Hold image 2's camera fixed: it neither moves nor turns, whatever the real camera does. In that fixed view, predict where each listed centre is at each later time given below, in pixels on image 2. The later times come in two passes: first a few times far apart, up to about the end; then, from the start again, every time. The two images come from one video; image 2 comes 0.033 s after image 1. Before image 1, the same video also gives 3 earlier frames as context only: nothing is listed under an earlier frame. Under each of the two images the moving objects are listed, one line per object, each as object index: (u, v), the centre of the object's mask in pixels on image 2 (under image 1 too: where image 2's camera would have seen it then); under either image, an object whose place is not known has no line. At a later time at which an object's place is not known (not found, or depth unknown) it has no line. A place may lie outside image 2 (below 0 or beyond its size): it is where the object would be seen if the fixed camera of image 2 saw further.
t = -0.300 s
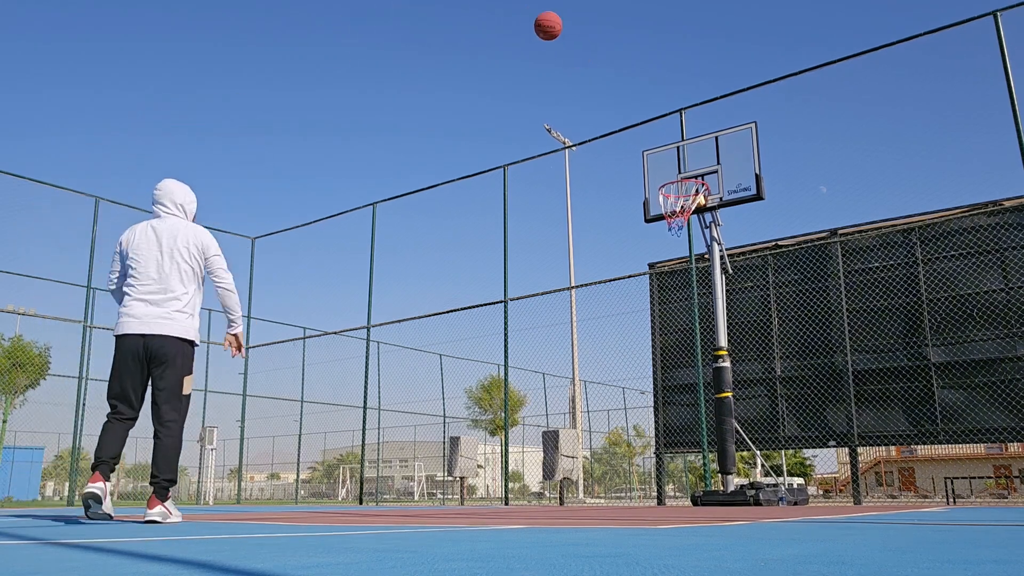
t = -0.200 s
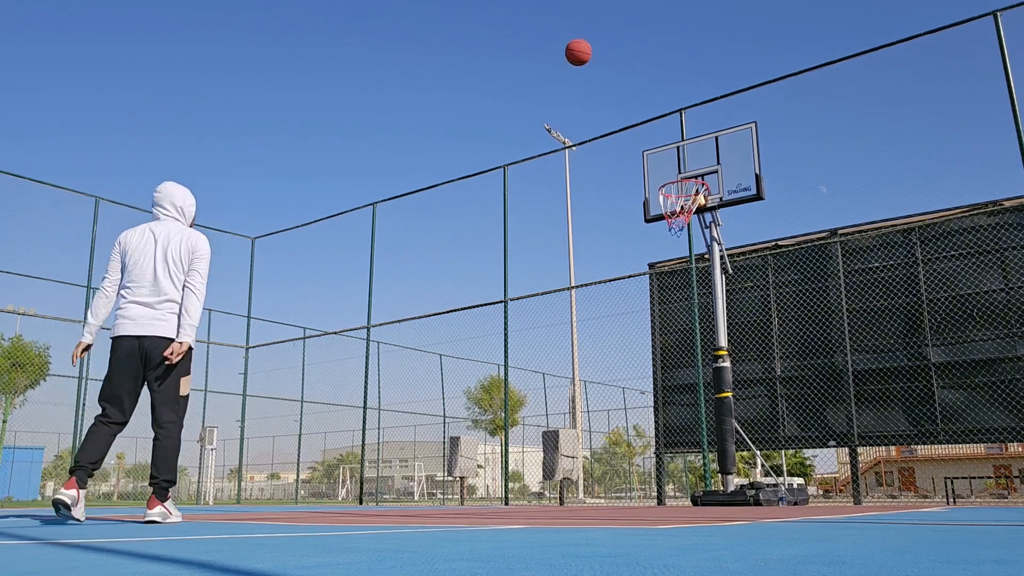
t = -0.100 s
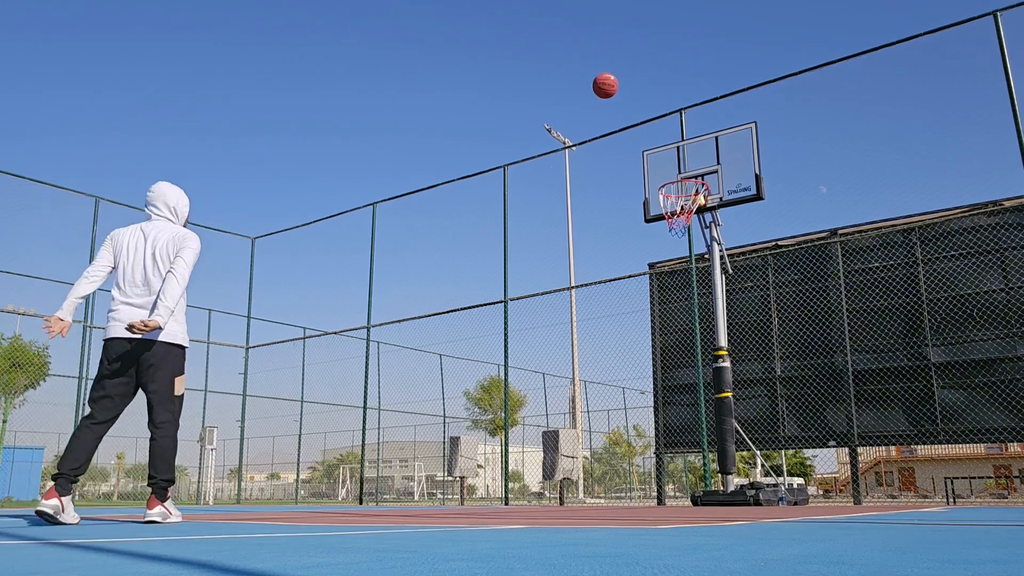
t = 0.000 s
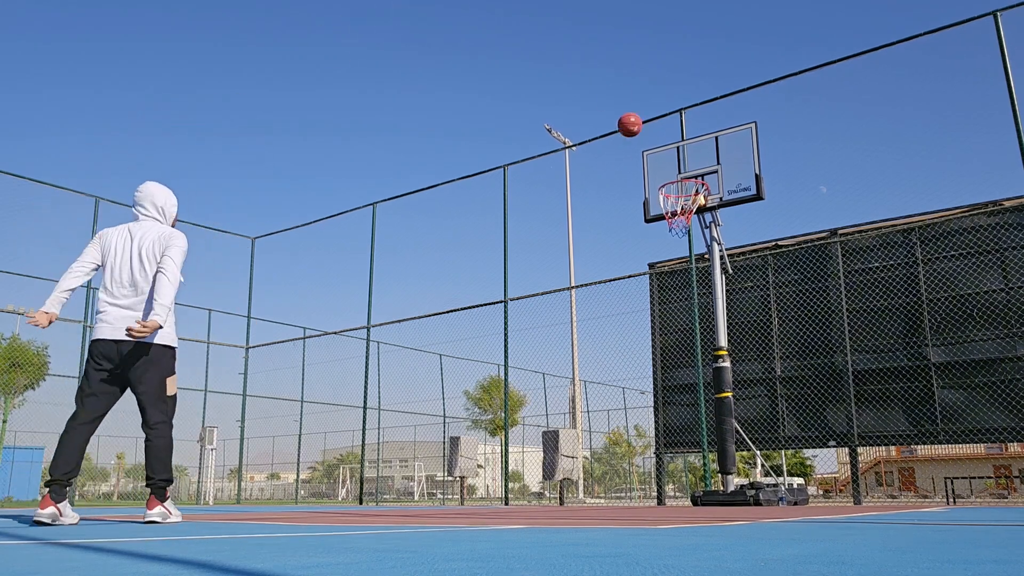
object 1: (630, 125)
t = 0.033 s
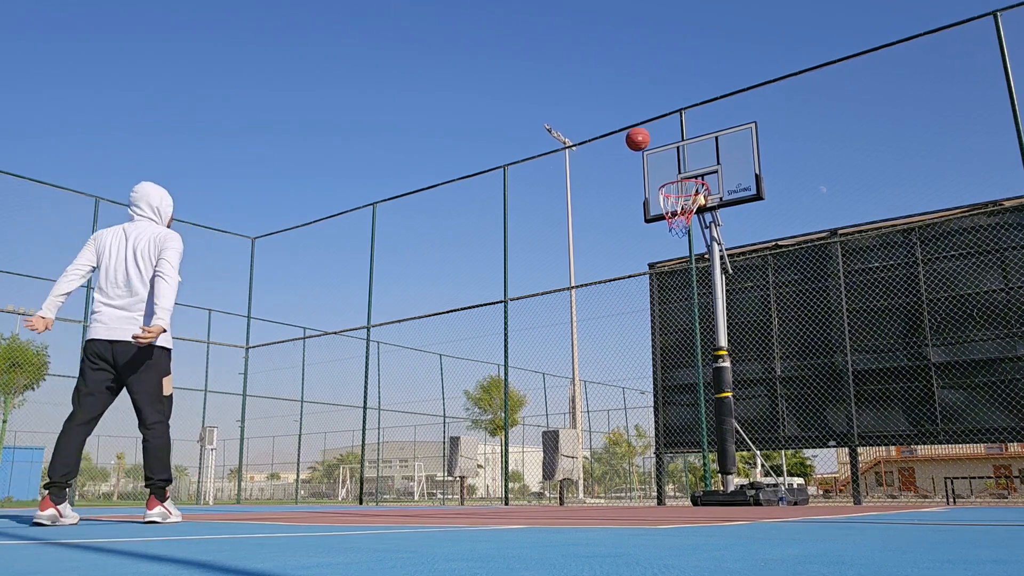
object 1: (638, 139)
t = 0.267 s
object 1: (655, 187)
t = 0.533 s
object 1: (609, 202)
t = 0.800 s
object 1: (560, 283)
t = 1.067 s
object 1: (505, 445)
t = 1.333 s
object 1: (470, 380)
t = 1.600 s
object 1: (442, 291)
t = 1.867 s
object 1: (413, 273)
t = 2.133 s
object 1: (383, 326)
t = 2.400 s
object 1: (348, 455)
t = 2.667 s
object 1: (319, 401)
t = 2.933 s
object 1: (289, 337)
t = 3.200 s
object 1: (256, 345)
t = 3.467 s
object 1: (216, 426)
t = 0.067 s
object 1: (645, 154)
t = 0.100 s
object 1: (653, 169)
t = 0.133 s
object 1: (660, 185)
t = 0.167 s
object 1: (661, 187)
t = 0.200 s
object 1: (662, 188)
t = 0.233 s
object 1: (662, 189)
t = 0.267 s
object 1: (655, 187)
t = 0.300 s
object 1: (650, 186)
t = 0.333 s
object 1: (644, 185)
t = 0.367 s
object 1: (638, 185)
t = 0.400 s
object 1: (632, 187)
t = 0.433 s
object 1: (626, 189)
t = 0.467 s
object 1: (621, 192)
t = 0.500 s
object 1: (615, 196)
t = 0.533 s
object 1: (609, 202)
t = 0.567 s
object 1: (603, 208)
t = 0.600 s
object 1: (597, 215)
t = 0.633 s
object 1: (591, 224)
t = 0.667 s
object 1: (585, 233)
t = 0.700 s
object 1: (579, 244)
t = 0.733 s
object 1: (573, 256)
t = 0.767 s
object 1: (566, 269)
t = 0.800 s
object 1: (560, 283)
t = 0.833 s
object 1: (553, 298)
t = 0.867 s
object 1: (547, 315)
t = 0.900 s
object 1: (540, 333)
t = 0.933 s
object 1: (533, 352)
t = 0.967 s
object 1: (526, 373)
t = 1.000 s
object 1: (520, 395)
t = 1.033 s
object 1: (512, 419)
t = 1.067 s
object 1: (505, 445)
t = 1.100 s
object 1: (498, 473)
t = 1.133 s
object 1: (491, 498)
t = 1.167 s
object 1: (487, 476)
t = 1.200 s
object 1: (484, 454)
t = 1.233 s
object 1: (481, 433)
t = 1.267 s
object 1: (477, 414)
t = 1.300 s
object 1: (474, 397)
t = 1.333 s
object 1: (470, 380)
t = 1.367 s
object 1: (466, 365)
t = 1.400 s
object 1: (463, 351)
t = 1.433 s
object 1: (459, 338)
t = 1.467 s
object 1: (456, 326)
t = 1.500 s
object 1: (453, 316)
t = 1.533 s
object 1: (449, 307)
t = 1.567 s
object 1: (446, 298)
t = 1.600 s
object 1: (442, 291)
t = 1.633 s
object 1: (439, 285)
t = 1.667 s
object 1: (435, 280)
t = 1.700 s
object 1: (431, 277)
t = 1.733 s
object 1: (428, 274)
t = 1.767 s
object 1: (424, 272)
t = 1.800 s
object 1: (421, 272)
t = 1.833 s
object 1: (417, 272)
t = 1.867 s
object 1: (413, 273)
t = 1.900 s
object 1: (410, 276)
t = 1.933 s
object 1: (406, 280)
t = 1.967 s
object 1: (402, 285)
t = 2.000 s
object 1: (399, 291)
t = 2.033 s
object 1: (395, 298)
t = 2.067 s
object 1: (391, 306)
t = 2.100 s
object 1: (387, 315)
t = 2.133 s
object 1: (383, 326)
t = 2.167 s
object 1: (379, 337)
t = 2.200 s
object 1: (375, 350)
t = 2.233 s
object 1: (371, 364)
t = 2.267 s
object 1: (366, 379)
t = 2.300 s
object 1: (362, 396)
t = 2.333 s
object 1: (358, 414)
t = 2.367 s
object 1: (353, 434)
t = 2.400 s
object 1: (348, 455)
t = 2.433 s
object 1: (344, 477)
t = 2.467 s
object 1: (339, 498)
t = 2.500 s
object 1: (335, 479)
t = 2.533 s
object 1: (332, 461)
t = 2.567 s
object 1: (329, 444)
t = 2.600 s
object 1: (325, 428)
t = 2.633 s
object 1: (322, 414)
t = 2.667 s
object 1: (319, 401)
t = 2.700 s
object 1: (315, 389)
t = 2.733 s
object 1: (312, 378)
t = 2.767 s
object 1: (308, 368)
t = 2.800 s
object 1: (304, 360)
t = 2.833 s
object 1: (301, 353)
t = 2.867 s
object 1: (297, 346)
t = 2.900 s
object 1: (293, 341)
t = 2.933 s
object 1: (289, 337)
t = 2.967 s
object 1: (286, 334)
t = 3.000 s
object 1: (281, 333)
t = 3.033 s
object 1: (277, 332)
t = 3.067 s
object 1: (273, 332)
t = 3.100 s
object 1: (269, 334)
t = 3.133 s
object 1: (265, 336)
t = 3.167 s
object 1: (260, 340)
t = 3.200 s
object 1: (256, 345)
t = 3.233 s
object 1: (251, 351)
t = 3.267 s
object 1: (246, 358)
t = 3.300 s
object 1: (242, 366)
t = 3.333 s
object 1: (237, 376)
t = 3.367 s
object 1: (232, 386)
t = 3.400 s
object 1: (227, 398)
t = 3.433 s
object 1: (221, 412)
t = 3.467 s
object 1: (216, 426)
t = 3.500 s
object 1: (211, 442)
